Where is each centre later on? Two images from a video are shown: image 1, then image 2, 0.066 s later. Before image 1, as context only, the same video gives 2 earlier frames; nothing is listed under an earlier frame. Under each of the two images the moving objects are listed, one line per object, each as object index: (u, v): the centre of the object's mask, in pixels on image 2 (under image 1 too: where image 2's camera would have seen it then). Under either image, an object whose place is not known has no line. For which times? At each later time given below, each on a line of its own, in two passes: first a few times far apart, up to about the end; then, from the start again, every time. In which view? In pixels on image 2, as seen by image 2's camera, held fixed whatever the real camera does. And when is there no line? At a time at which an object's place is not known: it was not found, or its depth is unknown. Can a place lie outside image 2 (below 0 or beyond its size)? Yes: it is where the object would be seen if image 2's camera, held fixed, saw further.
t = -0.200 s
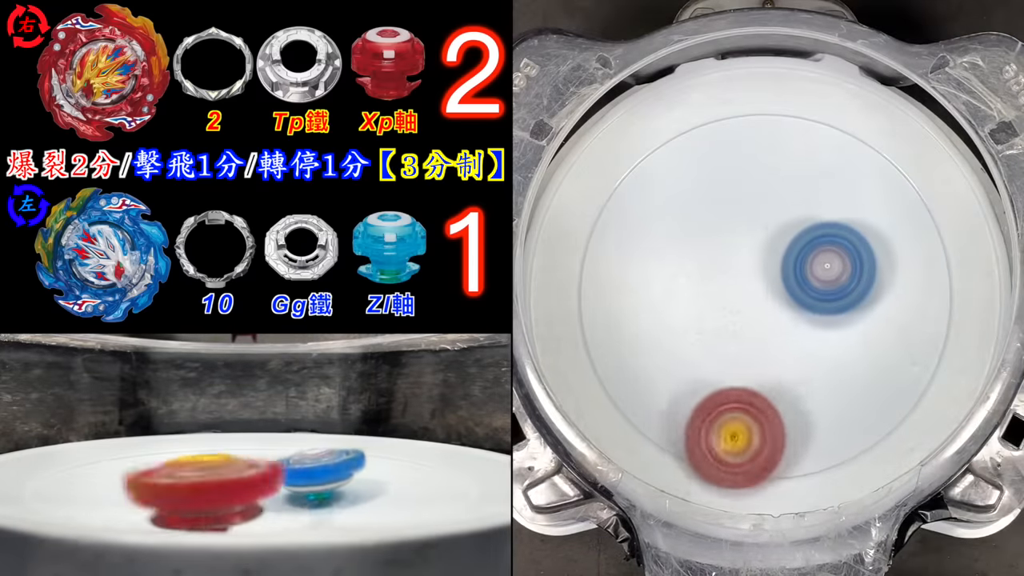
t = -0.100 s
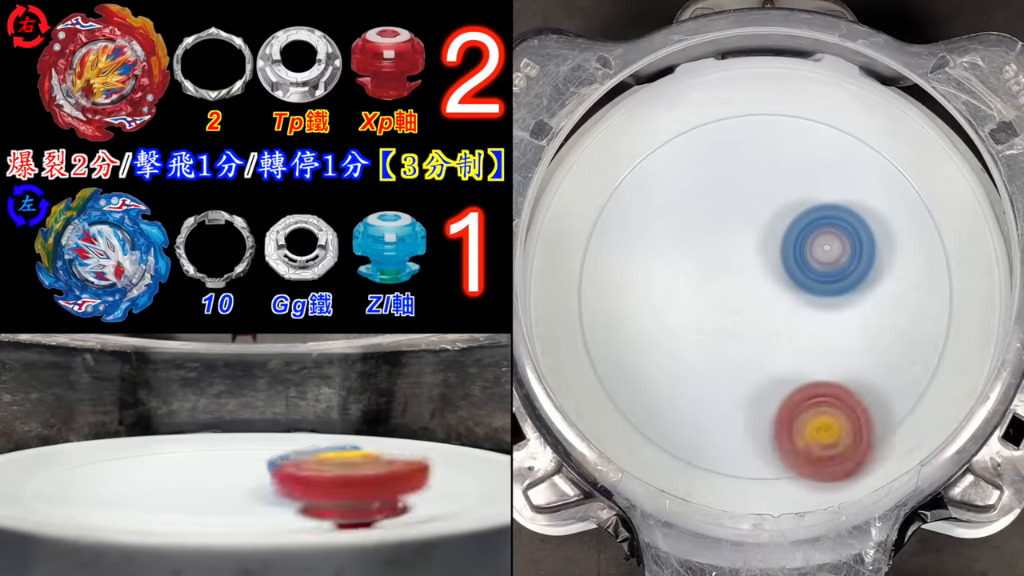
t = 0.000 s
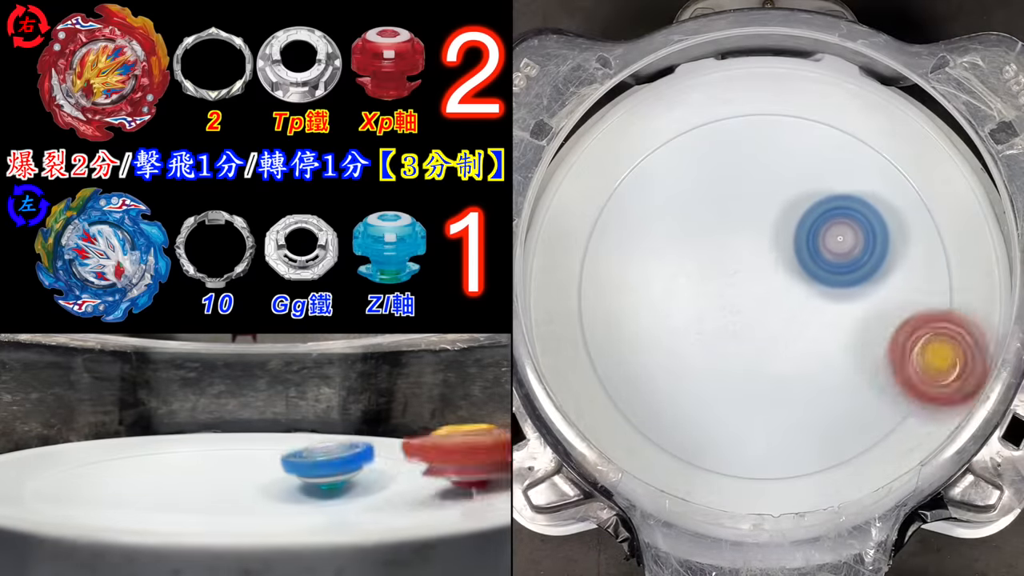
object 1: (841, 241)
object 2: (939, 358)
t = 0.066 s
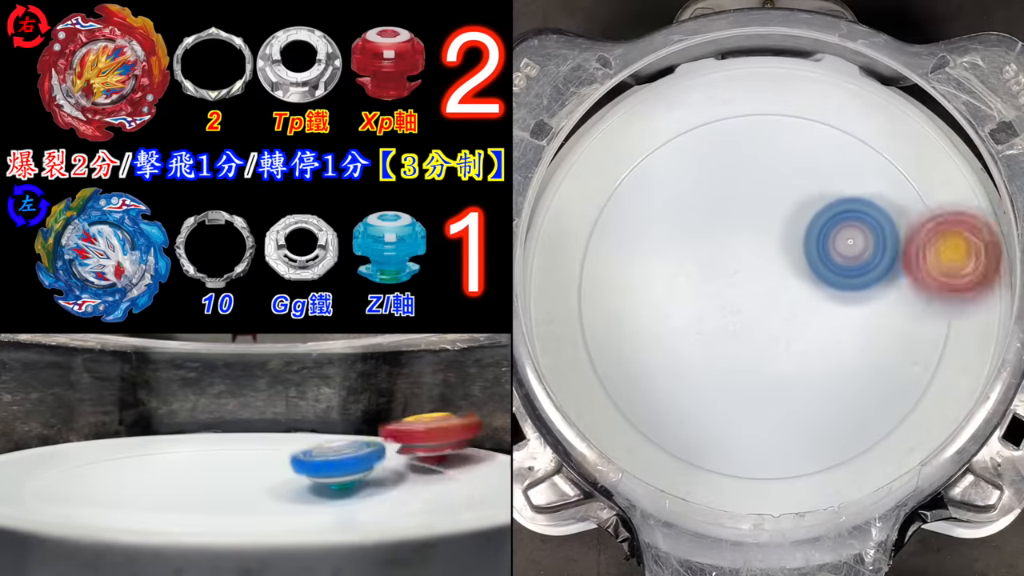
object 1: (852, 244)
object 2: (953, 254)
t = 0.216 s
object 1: (828, 274)
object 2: (895, 160)
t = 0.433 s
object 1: (676, 452)
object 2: (701, 129)
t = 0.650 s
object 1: (724, 225)
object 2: (718, 463)
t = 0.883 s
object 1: (858, 130)
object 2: (838, 220)
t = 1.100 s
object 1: (916, 260)
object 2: (589, 198)
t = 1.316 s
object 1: (832, 339)
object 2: (691, 376)
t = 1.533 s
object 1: (905, 309)
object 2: (778, 404)
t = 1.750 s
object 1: (947, 195)
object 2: (816, 384)
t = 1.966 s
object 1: (963, 206)
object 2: (746, 223)
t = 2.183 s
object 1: (937, 241)
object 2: (573, 298)
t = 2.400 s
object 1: (843, 290)
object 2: (772, 467)
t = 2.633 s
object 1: (769, 220)
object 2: (923, 155)
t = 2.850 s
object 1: (621, 300)
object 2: (763, 90)
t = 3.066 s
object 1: (580, 354)
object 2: (597, 243)
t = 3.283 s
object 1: (826, 431)
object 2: (808, 237)
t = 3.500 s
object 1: (906, 304)
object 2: (844, 128)
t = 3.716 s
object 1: (806, 275)
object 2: (690, 183)
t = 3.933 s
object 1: (816, 236)
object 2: (682, 418)
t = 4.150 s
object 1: (802, 241)
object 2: (887, 424)
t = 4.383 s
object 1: (777, 244)
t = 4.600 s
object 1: (767, 333)
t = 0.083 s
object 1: (852, 246)
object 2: (951, 228)
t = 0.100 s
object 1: (849, 251)
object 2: (950, 196)
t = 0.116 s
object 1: (846, 255)
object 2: (945, 169)
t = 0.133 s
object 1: (843, 259)
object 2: (935, 144)
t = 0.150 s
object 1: (840, 263)
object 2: (922, 122)
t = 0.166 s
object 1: (837, 267)
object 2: (918, 122)
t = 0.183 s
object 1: (833, 270)
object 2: (915, 133)
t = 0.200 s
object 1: (830, 273)
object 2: (908, 148)
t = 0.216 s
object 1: (828, 274)
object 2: (895, 160)
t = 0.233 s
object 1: (824, 276)
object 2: (883, 174)
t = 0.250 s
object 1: (821, 277)
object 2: (869, 190)
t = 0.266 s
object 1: (807, 304)
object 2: (863, 177)
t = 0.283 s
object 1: (789, 338)
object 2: (860, 155)
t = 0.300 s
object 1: (771, 369)
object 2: (852, 134)
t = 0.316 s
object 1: (752, 398)
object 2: (841, 119)
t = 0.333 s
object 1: (734, 422)
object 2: (828, 103)
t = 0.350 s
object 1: (716, 447)
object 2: (815, 92)
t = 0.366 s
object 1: (699, 460)
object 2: (796, 95)
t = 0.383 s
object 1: (683, 465)
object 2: (772, 100)
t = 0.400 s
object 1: (672, 469)
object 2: (749, 108)
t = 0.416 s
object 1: (672, 461)
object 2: (725, 117)
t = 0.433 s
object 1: (676, 452)
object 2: (701, 129)
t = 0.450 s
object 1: (679, 441)
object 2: (677, 142)
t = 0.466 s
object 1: (686, 425)
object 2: (653, 162)
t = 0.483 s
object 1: (693, 407)
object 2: (632, 182)
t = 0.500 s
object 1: (699, 386)
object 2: (611, 207)
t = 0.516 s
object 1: (707, 365)
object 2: (595, 233)
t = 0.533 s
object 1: (710, 346)
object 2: (587, 265)
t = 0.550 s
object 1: (714, 325)
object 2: (587, 300)
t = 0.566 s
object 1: (717, 306)
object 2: (592, 335)
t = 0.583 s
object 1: (718, 288)
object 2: (604, 368)
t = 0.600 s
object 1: (719, 271)
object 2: (626, 401)
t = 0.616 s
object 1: (721, 255)
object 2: (650, 426)
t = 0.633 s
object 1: (722, 240)
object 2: (685, 448)
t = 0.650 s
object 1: (724, 225)
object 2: (718, 463)
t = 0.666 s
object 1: (727, 212)
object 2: (756, 474)
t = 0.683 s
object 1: (732, 200)
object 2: (793, 492)
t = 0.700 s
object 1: (739, 187)
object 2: (831, 502)
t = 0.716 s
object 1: (747, 177)
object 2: (861, 501)
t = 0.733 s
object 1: (755, 167)
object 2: (869, 478)
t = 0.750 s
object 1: (765, 158)
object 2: (864, 446)
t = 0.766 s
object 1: (776, 152)
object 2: (863, 415)
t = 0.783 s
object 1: (787, 145)
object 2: (861, 386)
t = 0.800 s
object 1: (799, 141)
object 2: (859, 355)
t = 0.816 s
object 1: (811, 138)
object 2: (860, 323)
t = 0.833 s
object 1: (823, 137)
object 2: (859, 295)
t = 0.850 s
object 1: (836, 137)
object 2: (855, 265)
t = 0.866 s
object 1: (847, 140)
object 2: (848, 236)
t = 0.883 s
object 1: (858, 130)
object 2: (838, 220)
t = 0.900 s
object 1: (871, 117)
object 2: (822, 208)
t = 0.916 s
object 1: (880, 116)
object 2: (806, 197)
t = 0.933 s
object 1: (888, 129)
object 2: (788, 186)
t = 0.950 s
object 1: (894, 143)
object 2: (768, 176)
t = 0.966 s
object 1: (901, 152)
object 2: (748, 168)
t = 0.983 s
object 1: (906, 163)
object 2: (725, 162)
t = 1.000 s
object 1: (910, 174)
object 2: (702, 157)
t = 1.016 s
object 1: (913, 188)
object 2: (680, 155)
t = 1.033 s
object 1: (916, 203)
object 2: (656, 156)
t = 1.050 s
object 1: (919, 219)
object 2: (637, 162)
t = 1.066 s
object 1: (919, 233)
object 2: (622, 172)
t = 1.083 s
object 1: (918, 247)
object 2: (605, 184)
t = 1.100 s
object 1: (916, 260)
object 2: (589, 198)
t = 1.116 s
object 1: (913, 272)
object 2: (577, 211)
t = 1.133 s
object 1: (907, 284)
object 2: (565, 228)
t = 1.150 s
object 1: (901, 295)
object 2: (557, 245)
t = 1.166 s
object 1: (892, 306)
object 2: (562, 255)
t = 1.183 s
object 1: (883, 315)
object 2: (576, 267)
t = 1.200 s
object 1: (872, 324)
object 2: (595, 279)
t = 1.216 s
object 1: (861, 332)
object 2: (615, 292)
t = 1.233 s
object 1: (849, 338)
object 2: (635, 307)
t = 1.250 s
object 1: (836, 343)
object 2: (654, 321)
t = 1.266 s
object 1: (823, 347)
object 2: (674, 335)
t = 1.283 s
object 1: (809, 349)
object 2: (697, 348)
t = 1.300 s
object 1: (813, 346)
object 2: (702, 361)
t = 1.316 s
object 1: (832, 339)
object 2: (691, 376)
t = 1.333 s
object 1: (849, 332)
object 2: (682, 389)
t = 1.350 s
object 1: (865, 324)
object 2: (676, 402)
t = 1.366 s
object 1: (877, 318)
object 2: (671, 414)
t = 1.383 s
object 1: (888, 312)
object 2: (668, 425)
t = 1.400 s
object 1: (897, 307)
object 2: (669, 433)
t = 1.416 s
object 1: (904, 303)
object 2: (674, 437)
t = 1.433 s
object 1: (908, 299)
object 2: (683, 435)
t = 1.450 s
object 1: (911, 298)
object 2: (693, 432)
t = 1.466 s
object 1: (912, 298)
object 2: (707, 428)
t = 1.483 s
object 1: (912, 299)
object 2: (722, 424)
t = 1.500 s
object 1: (911, 301)
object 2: (739, 419)
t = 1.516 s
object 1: (909, 304)
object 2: (758, 413)
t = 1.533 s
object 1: (905, 309)
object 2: (778, 404)
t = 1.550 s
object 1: (900, 314)
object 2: (797, 394)
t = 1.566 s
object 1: (895, 319)
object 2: (816, 383)
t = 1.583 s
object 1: (906, 303)
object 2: (815, 389)
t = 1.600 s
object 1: (915, 286)
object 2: (811, 397)
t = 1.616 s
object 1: (926, 271)
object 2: (809, 403)
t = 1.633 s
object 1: (934, 256)
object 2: (807, 408)
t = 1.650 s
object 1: (938, 242)
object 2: (806, 409)
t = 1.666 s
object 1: (941, 231)
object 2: (806, 410)
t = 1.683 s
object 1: (944, 220)
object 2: (806, 408)
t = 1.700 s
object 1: (944, 211)
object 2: (807, 405)
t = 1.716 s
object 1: (945, 205)
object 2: (810, 400)
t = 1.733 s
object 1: (947, 199)
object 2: (813, 393)
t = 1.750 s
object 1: (947, 195)
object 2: (816, 384)
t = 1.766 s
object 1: (948, 192)
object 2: (820, 374)
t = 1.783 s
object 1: (950, 191)
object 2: (824, 361)
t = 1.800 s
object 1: (951, 190)
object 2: (826, 348)
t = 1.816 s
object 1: (952, 190)
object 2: (826, 333)
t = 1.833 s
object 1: (954, 191)
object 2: (824, 319)
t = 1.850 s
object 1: (955, 191)
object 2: (821, 304)
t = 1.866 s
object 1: (957, 193)
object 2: (815, 290)
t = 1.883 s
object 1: (958, 195)
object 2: (807, 277)
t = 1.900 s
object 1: (959, 196)
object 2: (798, 263)
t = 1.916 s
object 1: (961, 199)
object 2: (787, 251)
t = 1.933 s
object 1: (962, 201)
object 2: (775, 240)
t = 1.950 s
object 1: (963, 203)
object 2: (761, 231)
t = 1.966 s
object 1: (963, 206)
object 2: (746, 223)
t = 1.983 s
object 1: (963, 208)
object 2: (730, 216)
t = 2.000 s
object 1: (964, 210)
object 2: (713, 212)
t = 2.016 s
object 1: (963, 212)
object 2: (697, 210)
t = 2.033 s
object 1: (962, 215)
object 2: (679, 210)
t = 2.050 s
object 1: (962, 217)
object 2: (661, 210)
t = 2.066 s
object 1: (960, 219)
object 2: (645, 214)
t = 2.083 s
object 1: (958, 222)
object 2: (629, 220)
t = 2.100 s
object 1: (956, 225)
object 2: (613, 228)
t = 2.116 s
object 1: (953, 227)
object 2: (597, 238)
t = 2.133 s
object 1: (949, 230)
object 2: (588, 251)
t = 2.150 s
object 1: (946, 234)
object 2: (582, 264)
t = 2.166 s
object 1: (942, 237)
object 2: (576, 280)
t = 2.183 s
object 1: (937, 241)
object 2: (573, 298)
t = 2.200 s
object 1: (932, 247)
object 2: (569, 315)
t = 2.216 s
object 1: (925, 253)
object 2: (569, 333)
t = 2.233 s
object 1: (919, 258)
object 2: (577, 351)
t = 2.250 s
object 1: (912, 264)
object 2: (589, 369)
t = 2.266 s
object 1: (905, 270)
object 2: (601, 385)
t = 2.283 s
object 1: (898, 274)
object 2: (614, 403)
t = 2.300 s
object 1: (890, 278)
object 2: (630, 419)
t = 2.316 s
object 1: (883, 282)
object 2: (649, 433)
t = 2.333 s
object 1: (876, 285)
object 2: (670, 446)
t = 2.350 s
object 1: (868, 287)
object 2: (693, 455)
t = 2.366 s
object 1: (859, 289)
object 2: (717, 464)
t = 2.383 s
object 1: (851, 290)
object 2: (742, 468)
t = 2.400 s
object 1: (843, 290)
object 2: (772, 467)
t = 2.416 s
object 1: (835, 289)
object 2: (802, 465)
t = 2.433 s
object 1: (827, 287)
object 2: (833, 459)
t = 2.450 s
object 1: (819, 284)
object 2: (859, 447)
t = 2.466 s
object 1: (812, 280)
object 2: (885, 430)
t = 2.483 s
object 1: (804, 275)
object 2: (906, 408)
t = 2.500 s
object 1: (798, 271)
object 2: (927, 382)
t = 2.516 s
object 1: (792, 265)
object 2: (943, 353)
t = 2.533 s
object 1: (787, 259)
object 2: (953, 323)
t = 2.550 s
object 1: (781, 252)
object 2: (956, 292)
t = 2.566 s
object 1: (777, 246)
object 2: (956, 262)
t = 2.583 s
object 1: (774, 240)
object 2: (952, 233)
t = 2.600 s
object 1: (772, 233)
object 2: (944, 205)
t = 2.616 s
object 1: (770, 227)
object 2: (935, 181)
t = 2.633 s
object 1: (769, 220)
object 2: (923, 155)
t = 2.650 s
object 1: (768, 213)
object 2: (910, 133)
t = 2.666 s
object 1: (768, 206)
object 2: (893, 117)
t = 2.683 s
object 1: (767, 199)
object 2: (868, 123)
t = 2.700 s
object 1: (766, 193)
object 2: (844, 131)
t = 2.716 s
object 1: (749, 206)
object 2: (837, 124)
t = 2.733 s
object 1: (731, 221)
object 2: (831, 115)
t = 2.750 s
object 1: (712, 235)
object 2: (825, 107)
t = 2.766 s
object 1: (694, 249)
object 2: (819, 101)
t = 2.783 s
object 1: (677, 261)
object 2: (812, 96)
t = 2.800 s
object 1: (661, 273)
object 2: (805, 93)
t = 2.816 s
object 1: (647, 283)
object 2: (793, 89)
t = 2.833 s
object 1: (634, 292)
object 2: (778, 88)
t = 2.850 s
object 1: (621, 300)
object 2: (763, 90)
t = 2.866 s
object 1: (609, 310)
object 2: (749, 93)
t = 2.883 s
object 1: (598, 317)
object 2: (734, 96)
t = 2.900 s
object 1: (589, 325)
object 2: (716, 100)
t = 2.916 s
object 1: (582, 331)
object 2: (699, 107)
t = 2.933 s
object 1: (580, 336)
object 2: (683, 115)
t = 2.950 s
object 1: (579, 340)
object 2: (665, 124)
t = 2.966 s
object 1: (578, 344)
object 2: (649, 134)
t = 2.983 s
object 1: (577, 348)
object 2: (636, 147)
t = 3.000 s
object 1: (578, 351)
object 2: (624, 162)
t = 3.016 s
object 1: (578, 353)
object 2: (615, 178)
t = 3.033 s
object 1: (579, 354)
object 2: (606, 196)
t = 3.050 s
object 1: (579, 354)
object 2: (600, 219)
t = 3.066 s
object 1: (580, 354)
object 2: (597, 243)
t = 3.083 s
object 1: (581, 355)
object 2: (600, 266)
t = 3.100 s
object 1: (585, 376)
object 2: (617, 265)
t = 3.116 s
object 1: (603, 389)
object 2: (637, 259)
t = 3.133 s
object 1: (624, 404)
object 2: (658, 255)
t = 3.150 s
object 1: (647, 413)
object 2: (678, 253)
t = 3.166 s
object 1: (670, 419)
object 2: (698, 252)
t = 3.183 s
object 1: (694, 425)
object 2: (716, 252)
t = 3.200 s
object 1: (716, 429)
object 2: (734, 252)
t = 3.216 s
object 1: (739, 432)
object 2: (750, 251)
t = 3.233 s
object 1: (761, 435)
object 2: (767, 249)
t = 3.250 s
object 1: (784, 435)
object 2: (782, 246)
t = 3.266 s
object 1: (805, 434)
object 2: (795, 242)
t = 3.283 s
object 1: (826, 431)
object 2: (808, 237)
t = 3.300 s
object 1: (846, 427)
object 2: (819, 232)
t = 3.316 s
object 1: (863, 422)
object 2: (829, 225)
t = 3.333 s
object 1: (880, 415)
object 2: (838, 218)
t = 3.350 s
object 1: (895, 407)
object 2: (845, 211)
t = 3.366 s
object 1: (908, 397)
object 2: (851, 202)
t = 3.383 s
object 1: (917, 386)
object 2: (857, 192)
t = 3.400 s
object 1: (922, 374)
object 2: (860, 182)
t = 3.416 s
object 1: (924, 360)
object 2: (861, 172)
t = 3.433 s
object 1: (924, 346)
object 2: (861, 162)
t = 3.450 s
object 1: (922, 333)
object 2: (860, 151)
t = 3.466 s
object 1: (918, 322)
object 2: (857, 141)
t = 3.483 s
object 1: (912, 312)
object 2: (852, 133)
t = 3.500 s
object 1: (906, 304)
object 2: (844, 128)
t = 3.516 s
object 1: (898, 296)
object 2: (831, 127)
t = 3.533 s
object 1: (889, 291)
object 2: (818, 127)
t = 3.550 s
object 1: (880, 287)
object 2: (806, 127)
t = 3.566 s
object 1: (871, 283)
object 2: (793, 125)
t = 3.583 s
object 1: (862, 281)
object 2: (780, 123)
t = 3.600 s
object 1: (854, 280)
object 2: (766, 123)
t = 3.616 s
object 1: (845, 279)
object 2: (751, 125)
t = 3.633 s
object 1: (837, 279)
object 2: (738, 130)
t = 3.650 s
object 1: (830, 278)
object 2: (725, 137)
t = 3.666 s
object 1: (823, 278)
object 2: (714, 146)
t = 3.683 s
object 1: (817, 277)
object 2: (704, 157)
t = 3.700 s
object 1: (811, 276)
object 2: (696, 170)
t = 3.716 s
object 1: (806, 275)
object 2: (690, 183)
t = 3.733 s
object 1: (802, 274)
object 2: (685, 199)
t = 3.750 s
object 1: (798, 272)
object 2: (683, 215)
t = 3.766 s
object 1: (794, 270)
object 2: (682, 231)
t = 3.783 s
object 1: (790, 268)
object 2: (683, 248)
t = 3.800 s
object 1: (786, 265)
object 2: (686, 265)
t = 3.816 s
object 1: (789, 261)
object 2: (683, 284)
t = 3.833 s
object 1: (796, 255)
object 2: (675, 306)
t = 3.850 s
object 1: (802, 249)
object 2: (670, 327)
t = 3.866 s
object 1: (807, 245)
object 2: (668, 347)
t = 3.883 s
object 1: (811, 242)
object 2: (667, 367)
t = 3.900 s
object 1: (813, 239)
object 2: (670, 384)
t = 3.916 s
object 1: (815, 237)
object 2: (675, 402)
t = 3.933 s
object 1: (816, 236)
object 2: (682, 418)
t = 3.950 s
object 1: (816, 234)
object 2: (694, 427)
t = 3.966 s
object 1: (816, 234)
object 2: (708, 434)
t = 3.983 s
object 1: (816, 233)
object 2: (721, 441)
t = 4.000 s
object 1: (815, 233)
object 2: (737, 446)
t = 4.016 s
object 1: (814, 233)
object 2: (754, 449)
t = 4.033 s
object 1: (813, 234)
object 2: (771, 452)
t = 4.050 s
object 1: (812, 234)
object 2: (789, 452)
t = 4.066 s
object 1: (810, 235)
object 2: (807, 450)
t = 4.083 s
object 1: (808, 236)
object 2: (824, 448)
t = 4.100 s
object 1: (806, 237)
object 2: (841, 444)
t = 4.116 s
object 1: (805, 238)
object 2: (857, 438)
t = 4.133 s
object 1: (803, 240)
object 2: (873, 432)
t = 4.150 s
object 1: (802, 241)
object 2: (887, 424)
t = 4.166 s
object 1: (800, 242)
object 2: (898, 411)
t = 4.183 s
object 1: (799, 243)
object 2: (908, 396)
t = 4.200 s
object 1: (797, 243)
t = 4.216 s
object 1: (795, 243)
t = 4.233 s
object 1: (793, 244)
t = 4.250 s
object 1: (791, 244)
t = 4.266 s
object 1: (789, 244)
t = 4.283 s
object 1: (787, 245)
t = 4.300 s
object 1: (785, 245)
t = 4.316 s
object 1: (784, 245)
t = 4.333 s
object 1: (783, 245)
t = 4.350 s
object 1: (782, 244)
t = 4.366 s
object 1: (780, 244)
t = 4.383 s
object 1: (777, 244)
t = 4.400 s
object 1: (774, 245)
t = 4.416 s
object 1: (773, 245)
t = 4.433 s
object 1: (771, 246)
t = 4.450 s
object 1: (770, 246)
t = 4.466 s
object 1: (768, 245)
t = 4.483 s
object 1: (765, 245)
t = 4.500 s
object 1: (763, 245)
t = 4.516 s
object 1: (762, 246)
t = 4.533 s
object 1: (761, 261)
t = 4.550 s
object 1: (764, 280)
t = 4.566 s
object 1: (766, 301)
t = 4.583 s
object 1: (767, 318)
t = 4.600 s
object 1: (767, 333)
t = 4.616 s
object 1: (767, 346)
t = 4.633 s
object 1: (766, 357)
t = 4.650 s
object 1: (764, 365)
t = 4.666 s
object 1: (763, 373)
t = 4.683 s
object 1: (760, 379)
